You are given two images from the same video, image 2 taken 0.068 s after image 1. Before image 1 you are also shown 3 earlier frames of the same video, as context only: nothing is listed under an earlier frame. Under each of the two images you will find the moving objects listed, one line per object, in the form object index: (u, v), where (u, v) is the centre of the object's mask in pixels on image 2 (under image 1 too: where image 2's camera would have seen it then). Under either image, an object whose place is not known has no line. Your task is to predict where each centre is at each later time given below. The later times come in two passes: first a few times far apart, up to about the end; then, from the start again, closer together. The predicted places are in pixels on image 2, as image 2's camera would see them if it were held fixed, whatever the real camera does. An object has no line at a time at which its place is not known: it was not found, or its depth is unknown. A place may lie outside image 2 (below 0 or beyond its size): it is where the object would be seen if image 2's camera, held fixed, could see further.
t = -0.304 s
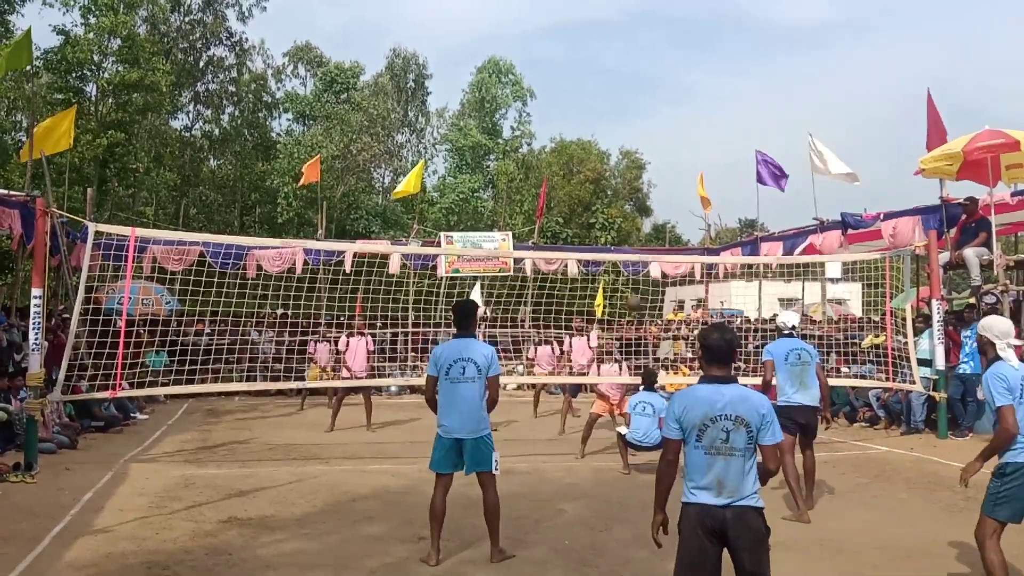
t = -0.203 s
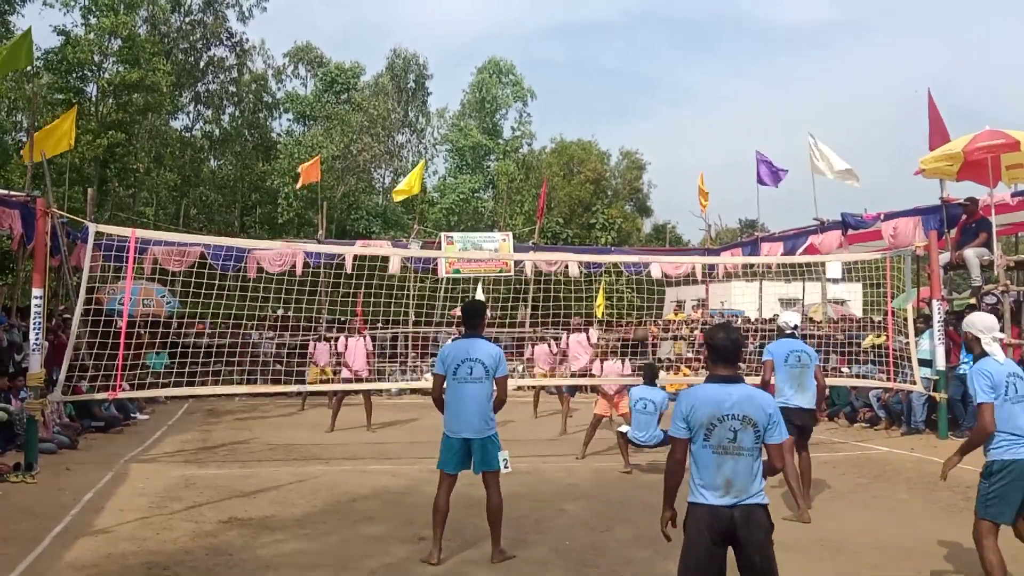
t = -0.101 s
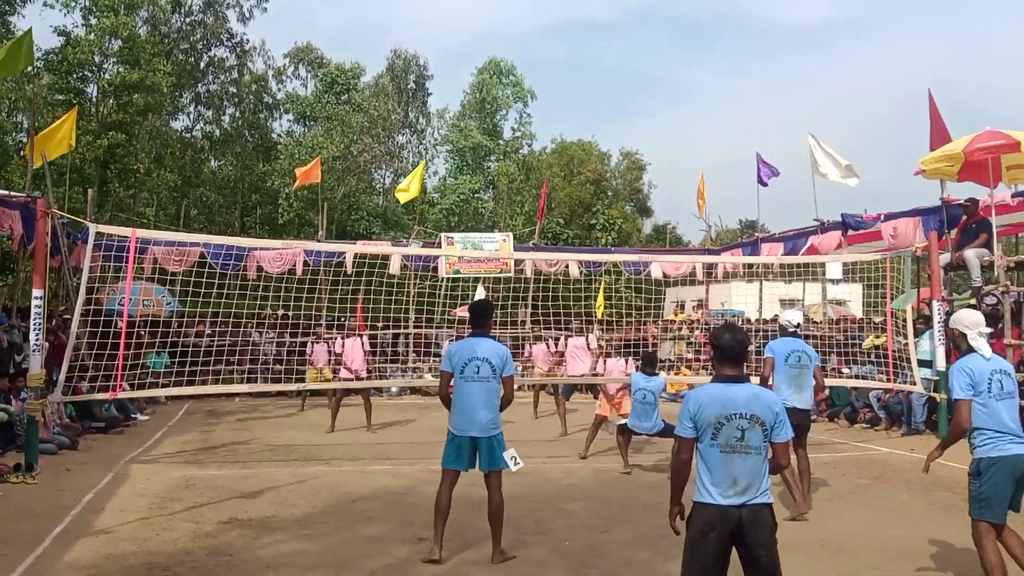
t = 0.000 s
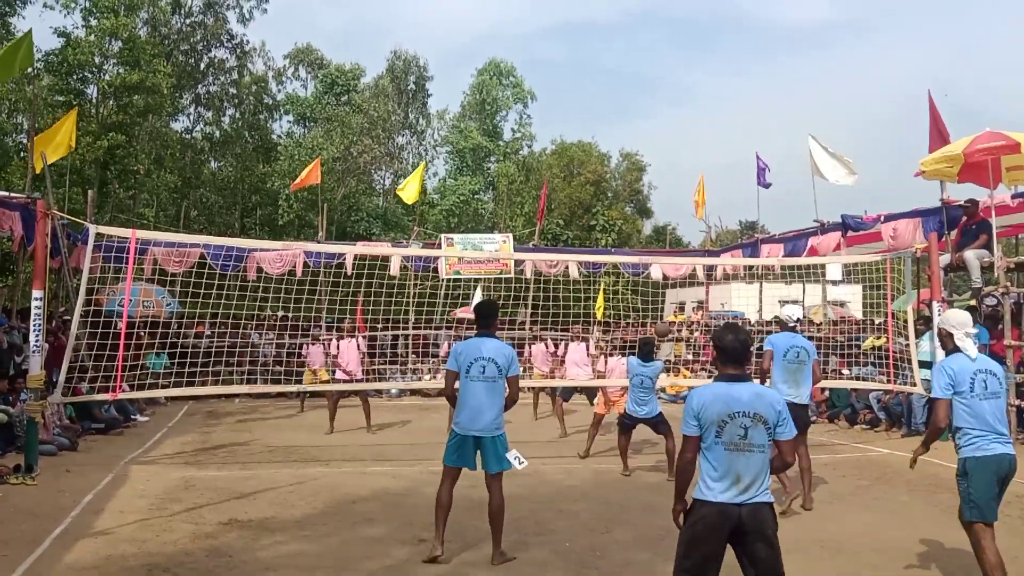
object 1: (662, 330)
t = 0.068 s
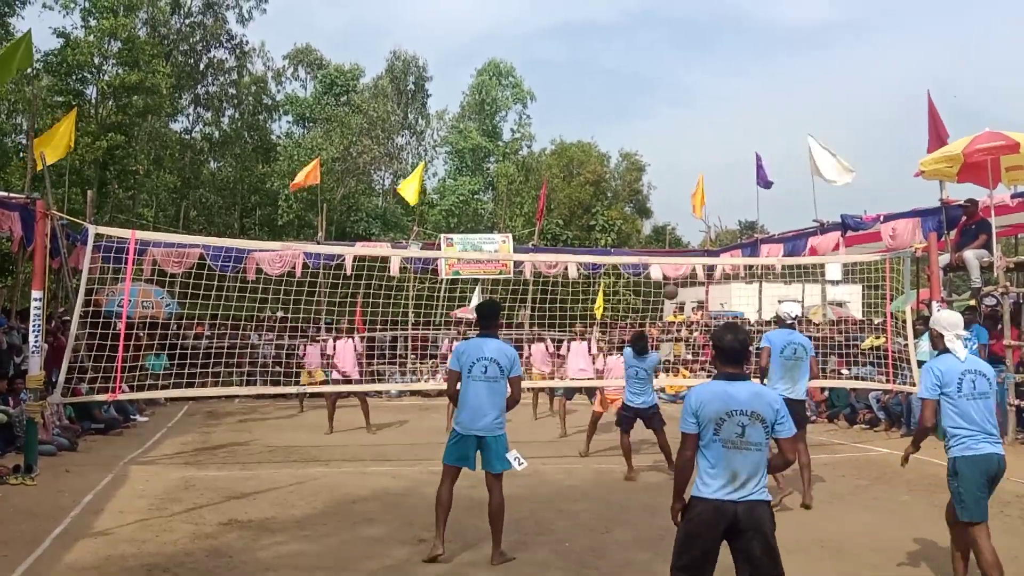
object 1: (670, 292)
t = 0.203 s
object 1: (689, 227)
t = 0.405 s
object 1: (719, 158)
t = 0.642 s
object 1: (754, 123)
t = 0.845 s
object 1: (786, 134)
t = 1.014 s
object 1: (812, 175)
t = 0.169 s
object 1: (685, 242)
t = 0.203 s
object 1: (689, 227)
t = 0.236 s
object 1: (694, 213)
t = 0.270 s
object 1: (699, 200)
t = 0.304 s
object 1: (704, 188)
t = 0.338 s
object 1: (709, 177)
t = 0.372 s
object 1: (714, 168)
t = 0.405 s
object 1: (719, 158)
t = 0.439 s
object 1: (724, 150)
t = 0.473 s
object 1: (729, 143)
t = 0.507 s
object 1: (734, 137)
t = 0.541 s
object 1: (739, 132)
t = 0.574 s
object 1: (744, 128)
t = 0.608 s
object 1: (749, 125)
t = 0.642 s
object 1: (754, 123)
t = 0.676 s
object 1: (760, 122)
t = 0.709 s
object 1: (765, 123)
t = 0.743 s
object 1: (770, 124)
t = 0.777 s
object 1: (775, 126)
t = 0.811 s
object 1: (780, 130)
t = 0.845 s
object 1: (786, 134)
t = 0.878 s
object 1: (791, 140)
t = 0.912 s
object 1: (796, 147)
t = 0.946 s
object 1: (801, 155)
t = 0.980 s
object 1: (807, 164)
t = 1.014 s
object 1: (812, 175)
